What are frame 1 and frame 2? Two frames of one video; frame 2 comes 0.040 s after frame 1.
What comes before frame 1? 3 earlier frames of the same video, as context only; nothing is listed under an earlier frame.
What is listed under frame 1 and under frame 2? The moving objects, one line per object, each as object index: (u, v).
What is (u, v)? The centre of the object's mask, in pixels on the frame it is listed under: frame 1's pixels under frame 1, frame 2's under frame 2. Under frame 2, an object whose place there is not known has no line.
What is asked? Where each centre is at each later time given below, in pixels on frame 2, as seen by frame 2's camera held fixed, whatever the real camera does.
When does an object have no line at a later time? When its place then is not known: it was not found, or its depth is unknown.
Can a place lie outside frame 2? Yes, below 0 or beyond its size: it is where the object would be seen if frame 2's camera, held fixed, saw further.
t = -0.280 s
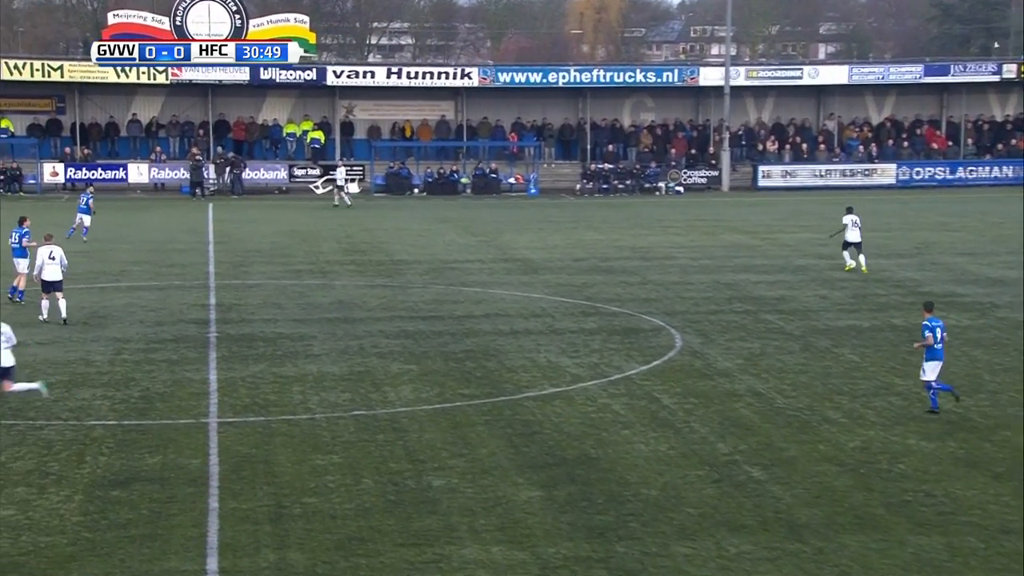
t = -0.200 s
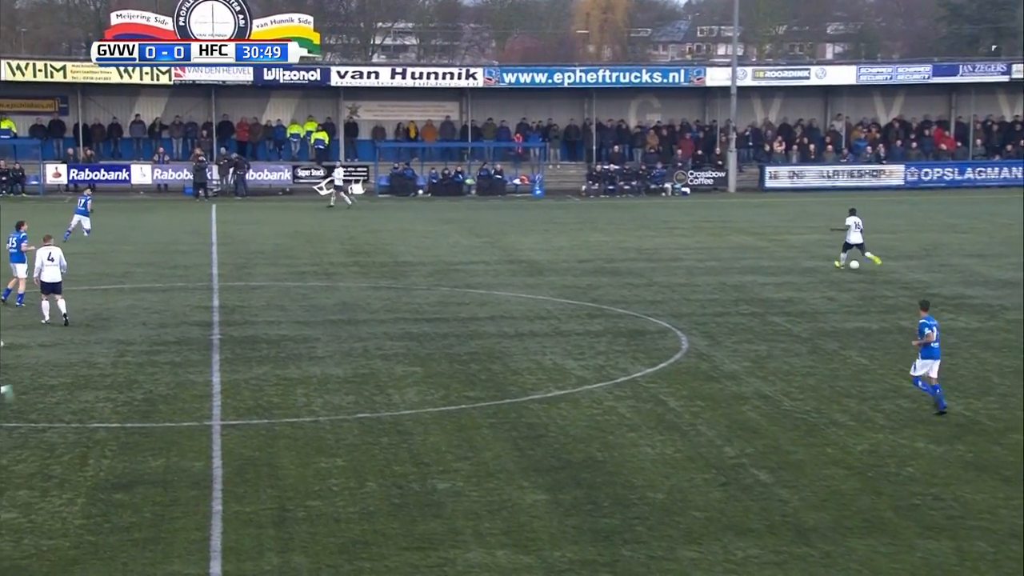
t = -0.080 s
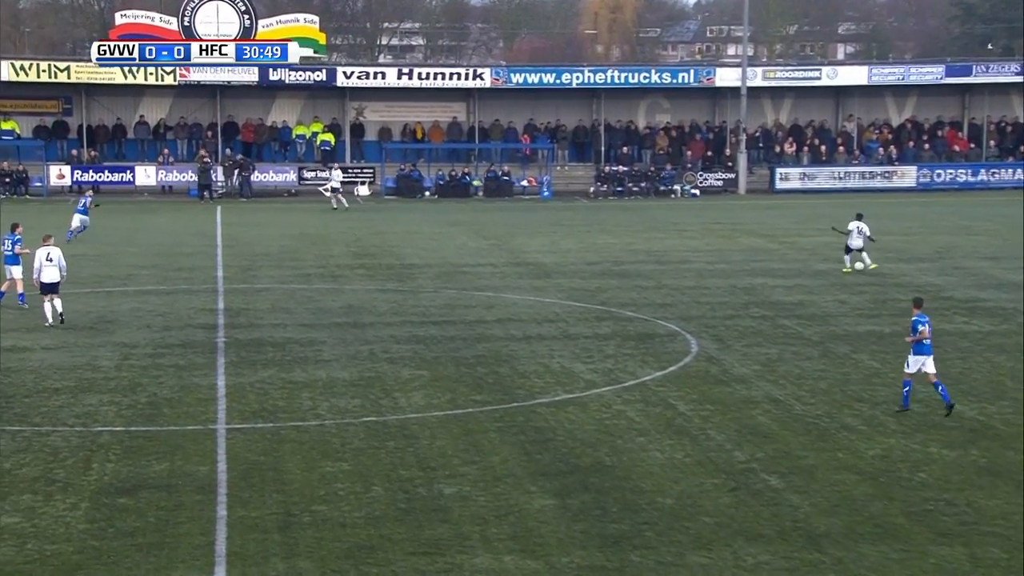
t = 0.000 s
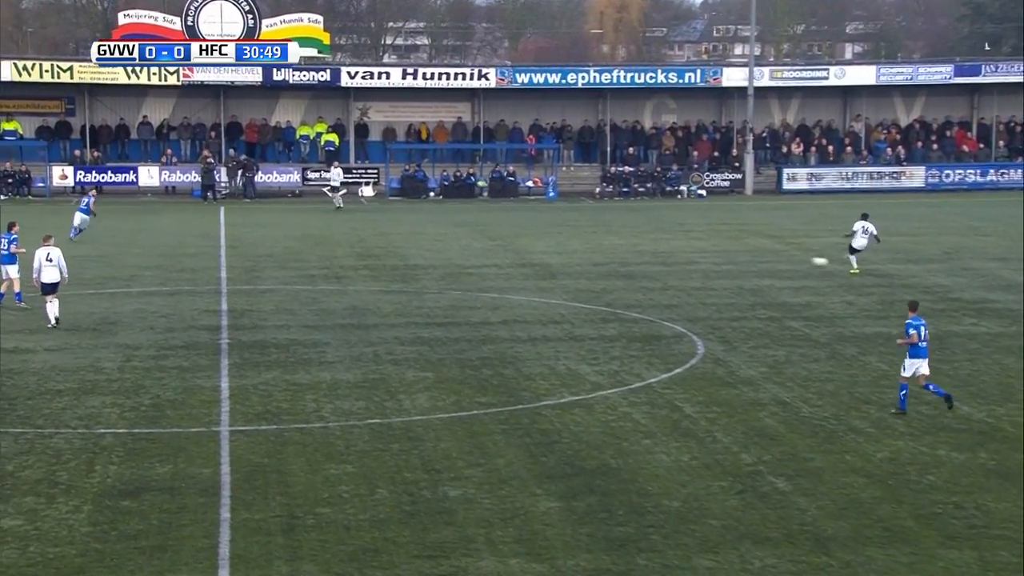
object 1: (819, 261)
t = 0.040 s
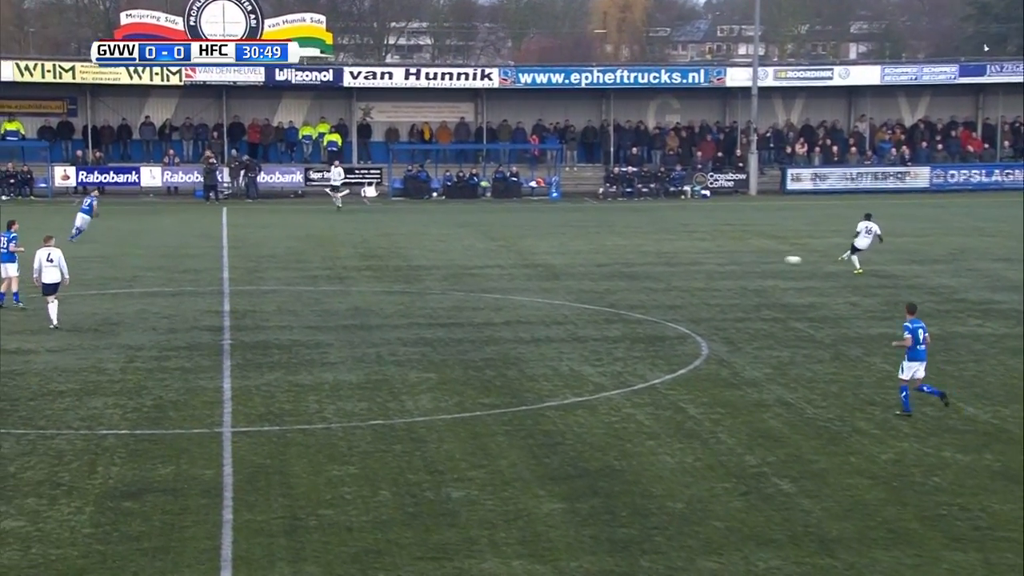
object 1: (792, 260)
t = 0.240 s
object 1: (665, 249)
